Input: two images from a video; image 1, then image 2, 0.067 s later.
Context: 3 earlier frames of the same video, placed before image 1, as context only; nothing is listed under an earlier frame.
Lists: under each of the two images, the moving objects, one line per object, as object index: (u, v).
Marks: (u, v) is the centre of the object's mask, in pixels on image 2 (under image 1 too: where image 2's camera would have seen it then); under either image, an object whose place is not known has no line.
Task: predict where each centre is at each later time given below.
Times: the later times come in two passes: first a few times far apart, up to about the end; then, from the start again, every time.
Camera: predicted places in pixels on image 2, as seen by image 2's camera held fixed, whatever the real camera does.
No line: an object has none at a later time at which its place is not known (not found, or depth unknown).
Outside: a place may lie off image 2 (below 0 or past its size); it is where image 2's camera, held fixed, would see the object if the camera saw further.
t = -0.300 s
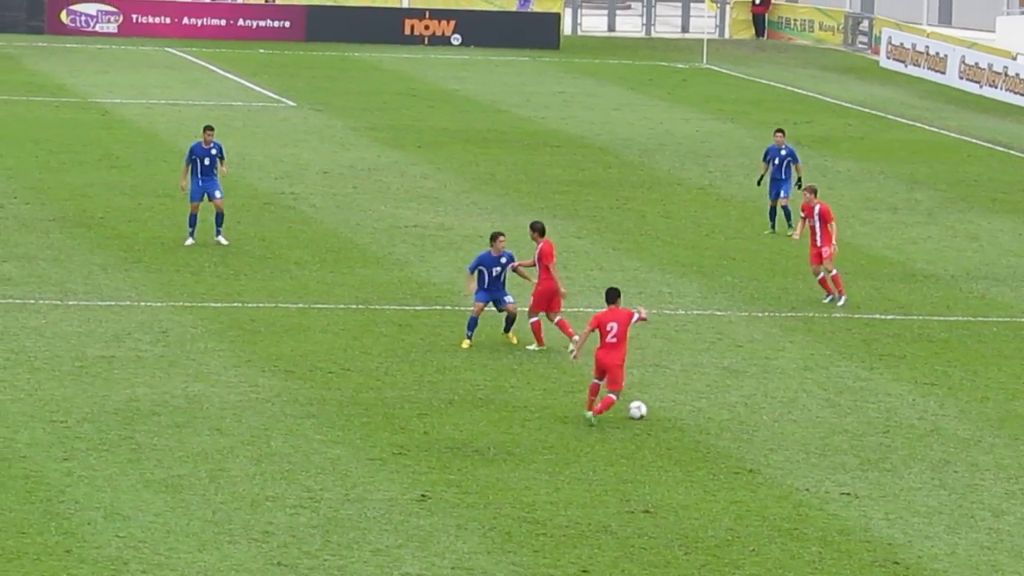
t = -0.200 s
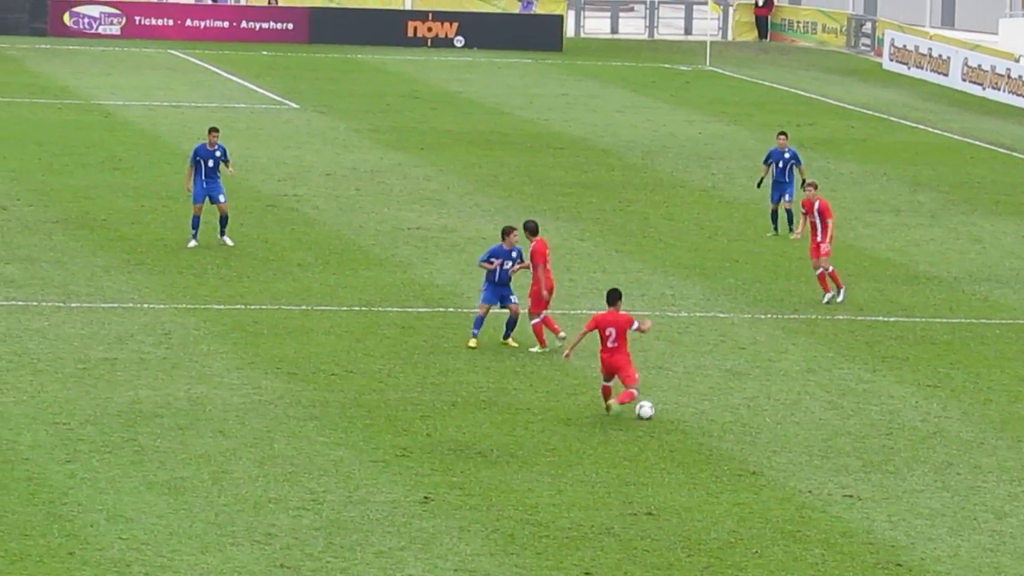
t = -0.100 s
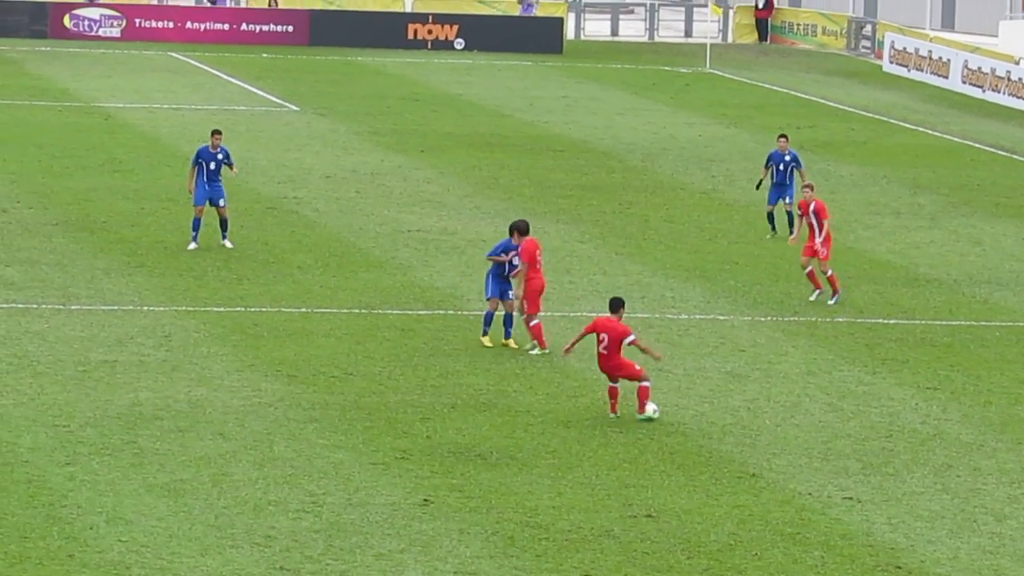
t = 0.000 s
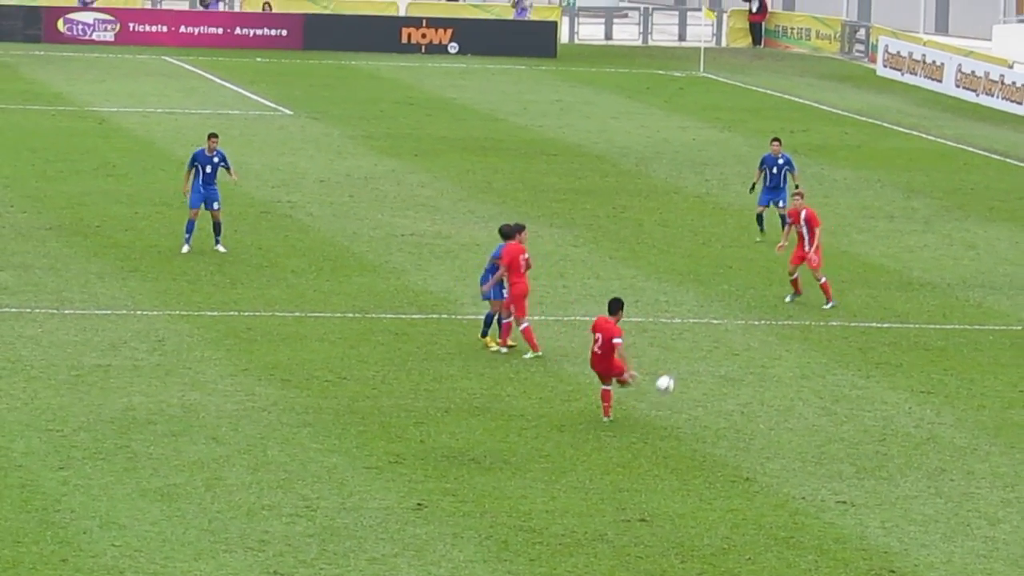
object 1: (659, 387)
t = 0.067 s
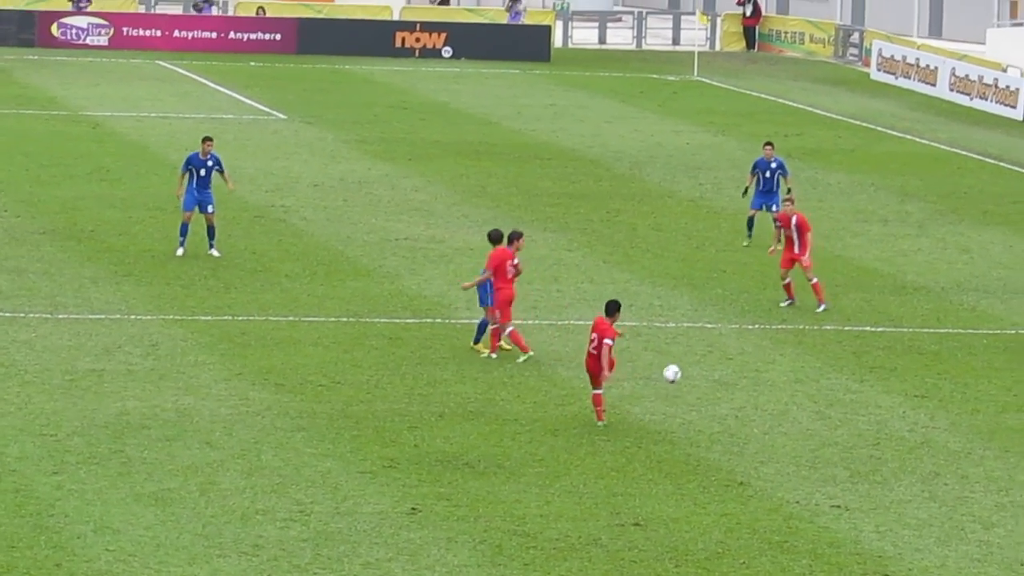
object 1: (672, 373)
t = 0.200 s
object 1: (689, 357)
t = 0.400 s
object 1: (707, 327)
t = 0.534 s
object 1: (713, 316)
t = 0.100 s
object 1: (677, 367)
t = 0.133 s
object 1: (681, 363)
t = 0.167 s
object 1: (685, 360)
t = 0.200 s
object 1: (689, 357)
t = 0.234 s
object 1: (693, 356)
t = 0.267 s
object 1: (695, 352)
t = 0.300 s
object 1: (699, 343)
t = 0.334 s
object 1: (702, 337)
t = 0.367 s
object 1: (704, 331)
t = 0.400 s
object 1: (707, 327)
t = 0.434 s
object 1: (708, 324)
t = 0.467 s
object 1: (711, 321)
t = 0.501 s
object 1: (712, 320)
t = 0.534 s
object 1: (713, 316)
